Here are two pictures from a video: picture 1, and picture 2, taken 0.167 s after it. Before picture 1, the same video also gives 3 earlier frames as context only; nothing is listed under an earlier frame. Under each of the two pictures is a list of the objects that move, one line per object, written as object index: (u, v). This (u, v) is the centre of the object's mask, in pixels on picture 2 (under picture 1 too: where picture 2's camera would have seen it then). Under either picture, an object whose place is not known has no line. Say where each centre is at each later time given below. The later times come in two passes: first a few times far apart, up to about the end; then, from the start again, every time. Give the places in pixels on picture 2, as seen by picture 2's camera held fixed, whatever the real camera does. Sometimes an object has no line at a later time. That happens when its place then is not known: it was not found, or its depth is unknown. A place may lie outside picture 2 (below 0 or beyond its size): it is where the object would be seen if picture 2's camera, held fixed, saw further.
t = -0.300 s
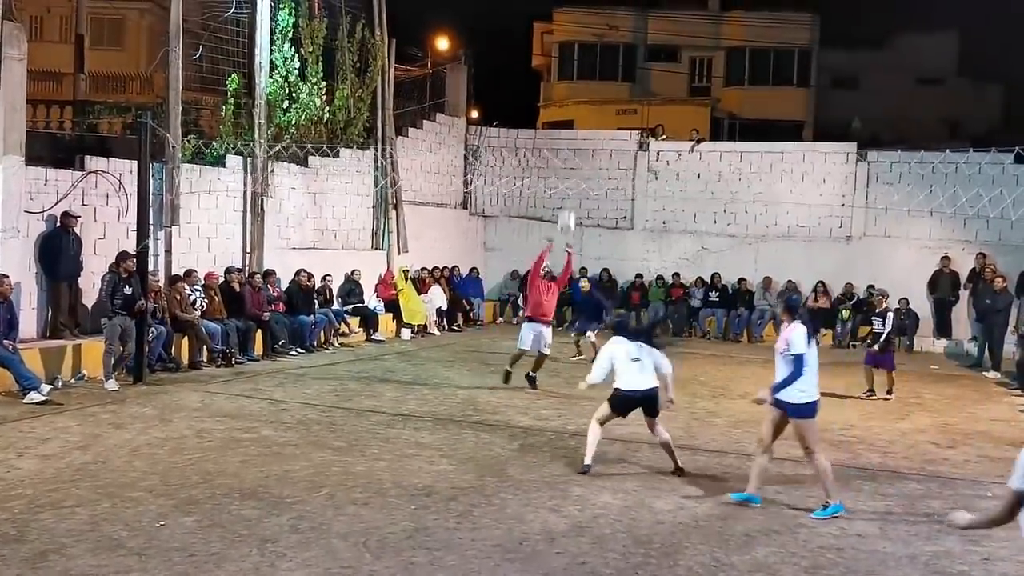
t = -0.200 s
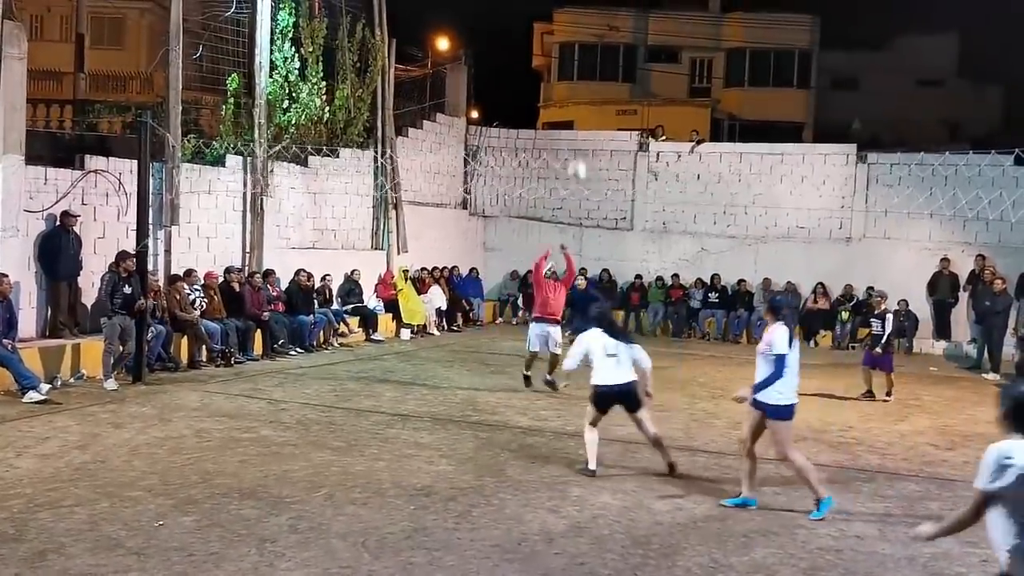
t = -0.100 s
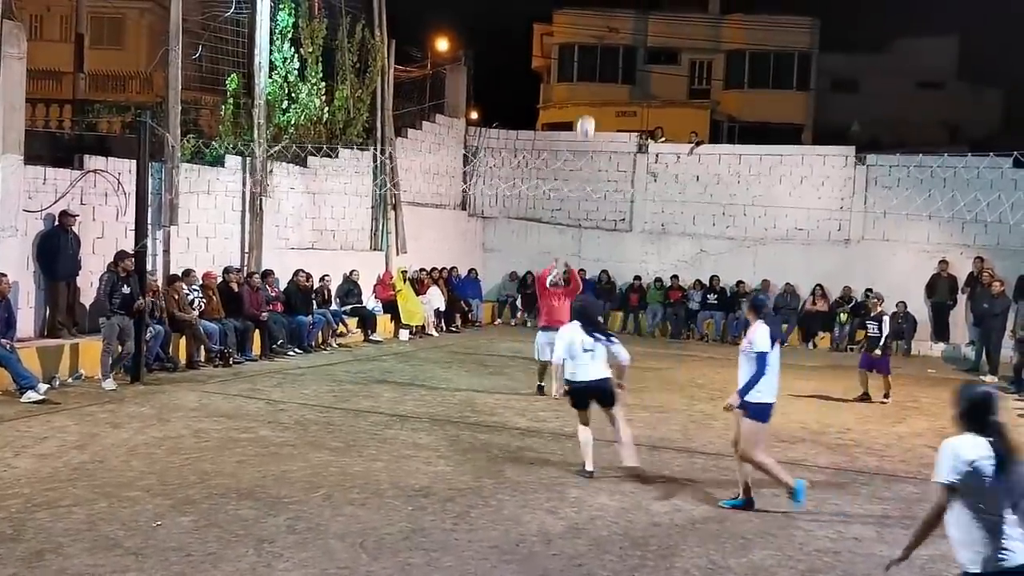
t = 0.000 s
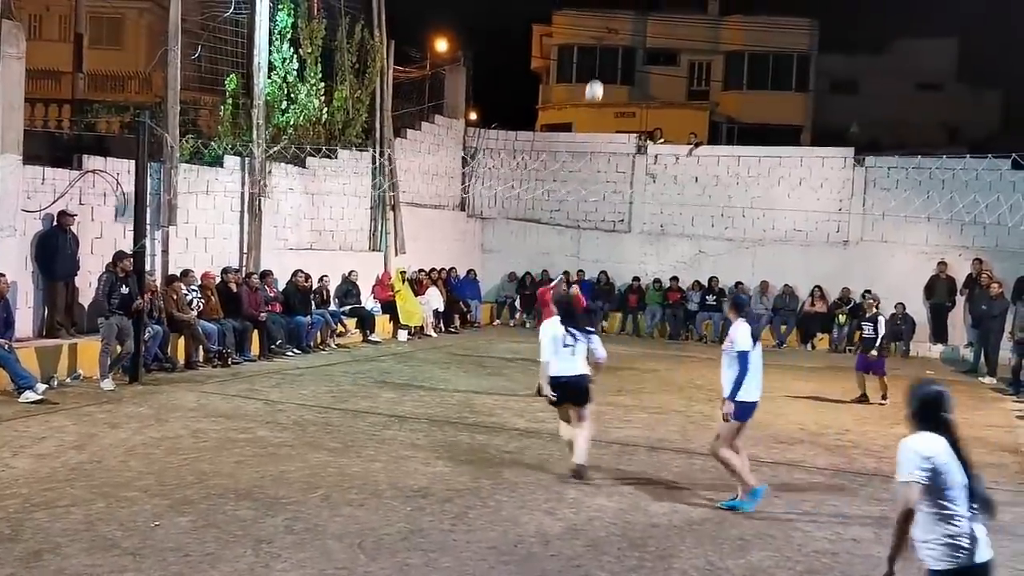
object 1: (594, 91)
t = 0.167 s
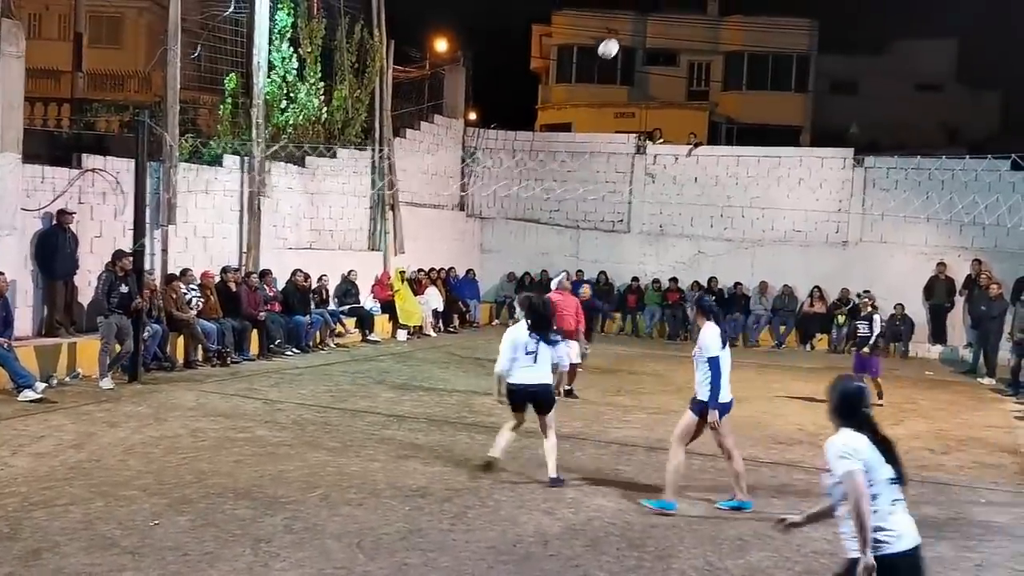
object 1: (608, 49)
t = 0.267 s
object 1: (617, 33)
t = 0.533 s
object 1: (636, 29)
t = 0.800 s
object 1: (653, 80)
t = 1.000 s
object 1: (663, 153)
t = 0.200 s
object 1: (611, 43)
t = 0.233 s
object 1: (614, 37)
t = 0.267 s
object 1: (617, 33)
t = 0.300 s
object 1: (619, 29)
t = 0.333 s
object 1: (622, 27)
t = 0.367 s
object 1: (625, 25)
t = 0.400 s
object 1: (627, 24)
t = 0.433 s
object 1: (629, 25)
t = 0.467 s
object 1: (632, 25)
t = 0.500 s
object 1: (634, 27)
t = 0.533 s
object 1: (636, 29)
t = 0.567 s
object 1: (639, 33)
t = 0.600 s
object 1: (641, 37)
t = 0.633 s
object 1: (643, 42)
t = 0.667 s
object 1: (645, 48)
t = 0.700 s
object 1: (647, 55)
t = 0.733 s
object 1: (649, 62)
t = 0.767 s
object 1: (651, 71)
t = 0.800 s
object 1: (653, 80)
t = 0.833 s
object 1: (655, 91)
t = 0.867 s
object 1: (656, 101)
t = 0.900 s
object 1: (658, 113)
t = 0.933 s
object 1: (660, 126)
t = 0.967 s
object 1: (661, 137)
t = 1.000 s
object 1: (663, 153)
